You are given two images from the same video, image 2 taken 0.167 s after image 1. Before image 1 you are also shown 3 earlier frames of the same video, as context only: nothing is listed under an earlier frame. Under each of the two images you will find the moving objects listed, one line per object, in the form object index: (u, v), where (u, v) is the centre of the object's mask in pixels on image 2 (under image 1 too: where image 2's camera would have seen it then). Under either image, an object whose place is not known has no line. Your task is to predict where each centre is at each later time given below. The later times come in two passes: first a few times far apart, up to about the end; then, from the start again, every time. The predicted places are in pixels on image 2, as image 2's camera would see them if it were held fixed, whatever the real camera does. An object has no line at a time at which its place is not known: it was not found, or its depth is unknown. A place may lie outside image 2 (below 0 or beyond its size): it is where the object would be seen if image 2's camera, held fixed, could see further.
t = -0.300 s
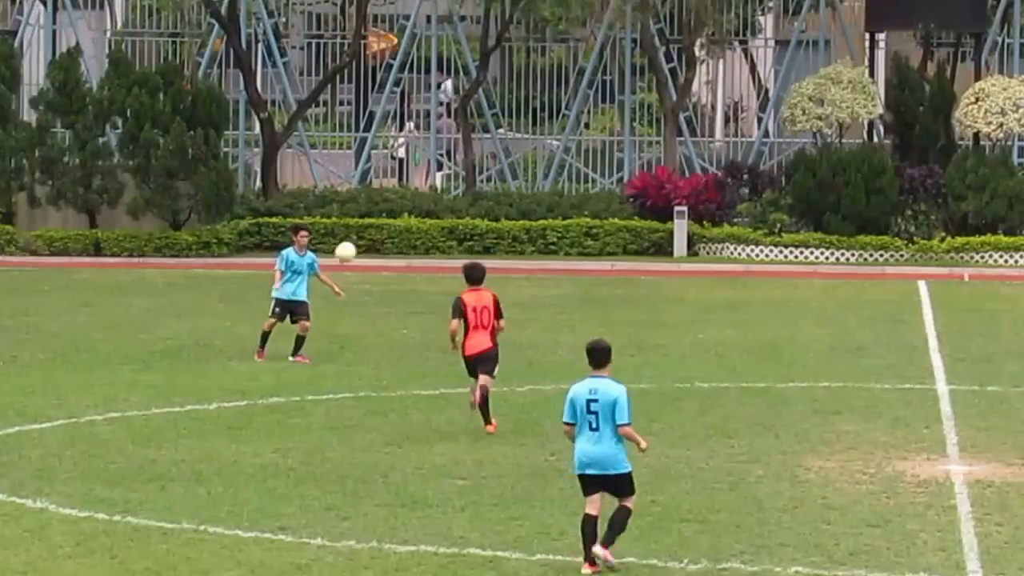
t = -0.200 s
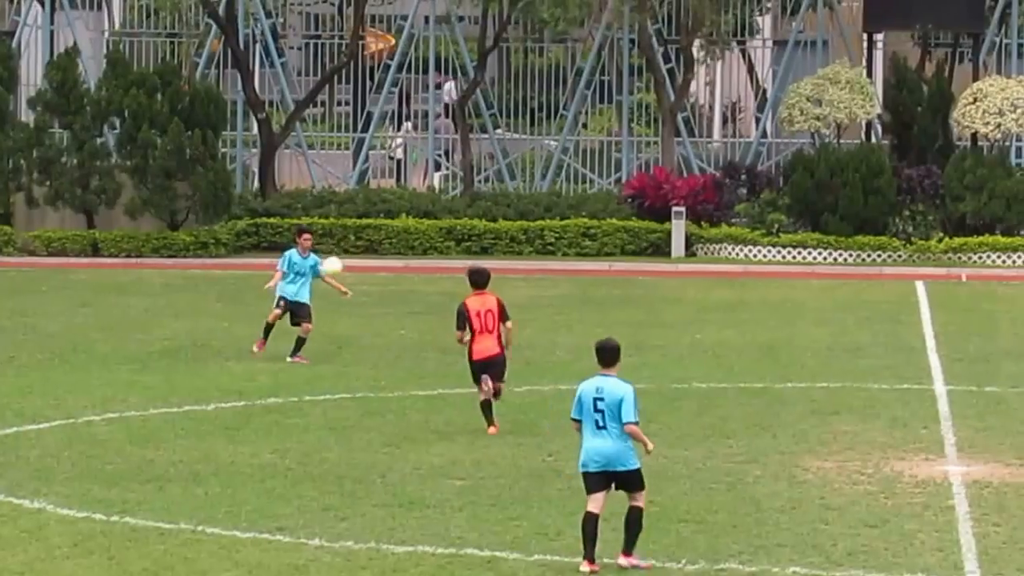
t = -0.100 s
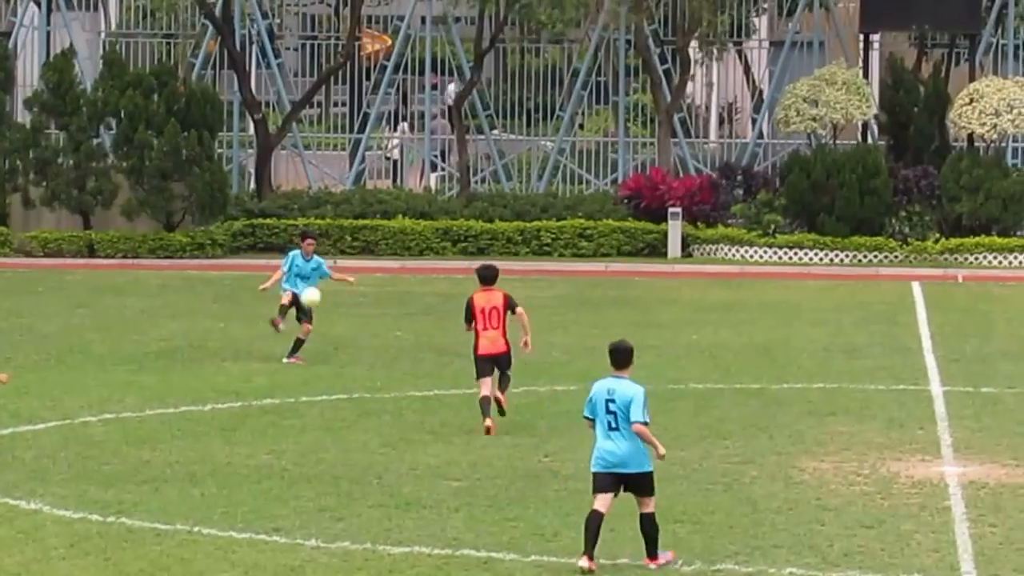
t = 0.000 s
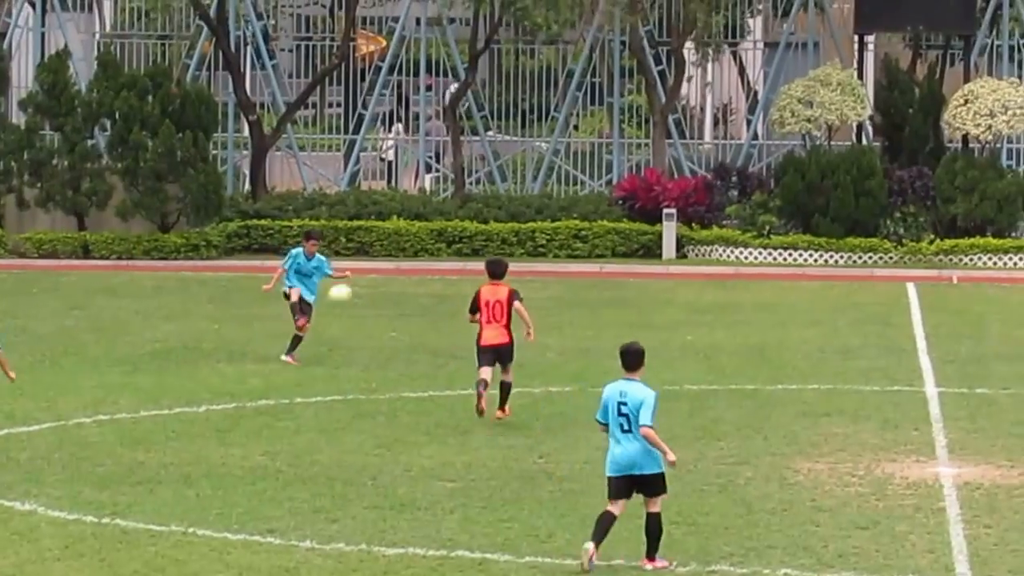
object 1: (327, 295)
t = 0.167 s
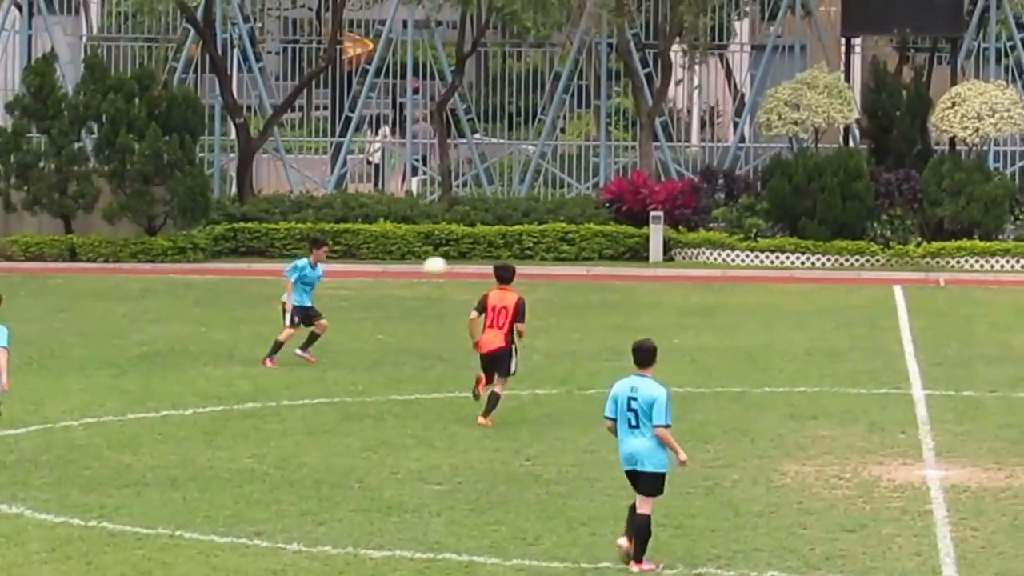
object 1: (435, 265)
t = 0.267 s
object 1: (495, 260)
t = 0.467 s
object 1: (616, 273)
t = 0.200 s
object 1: (456, 261)
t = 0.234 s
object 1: (477, 261)
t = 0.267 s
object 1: (495, 260)
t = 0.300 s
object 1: (518, 254)
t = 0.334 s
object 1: (539, 260)
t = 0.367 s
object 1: (557, 262)
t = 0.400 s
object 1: (577, 265)
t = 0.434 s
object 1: (596, 268)
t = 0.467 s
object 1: (616, 273)
